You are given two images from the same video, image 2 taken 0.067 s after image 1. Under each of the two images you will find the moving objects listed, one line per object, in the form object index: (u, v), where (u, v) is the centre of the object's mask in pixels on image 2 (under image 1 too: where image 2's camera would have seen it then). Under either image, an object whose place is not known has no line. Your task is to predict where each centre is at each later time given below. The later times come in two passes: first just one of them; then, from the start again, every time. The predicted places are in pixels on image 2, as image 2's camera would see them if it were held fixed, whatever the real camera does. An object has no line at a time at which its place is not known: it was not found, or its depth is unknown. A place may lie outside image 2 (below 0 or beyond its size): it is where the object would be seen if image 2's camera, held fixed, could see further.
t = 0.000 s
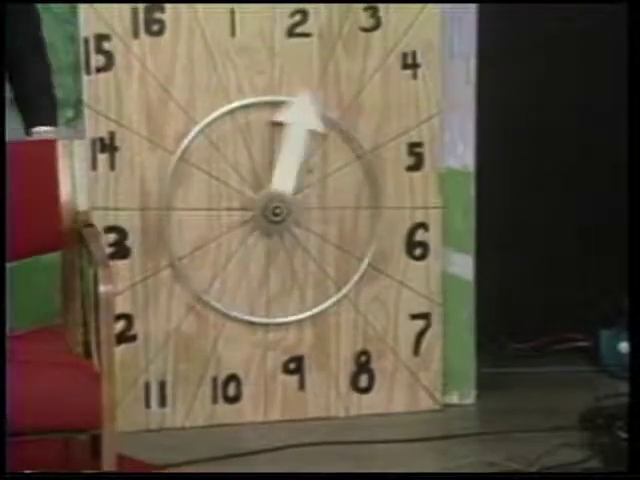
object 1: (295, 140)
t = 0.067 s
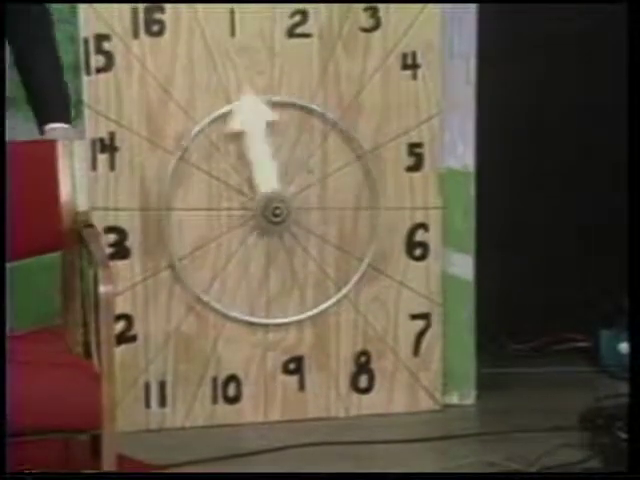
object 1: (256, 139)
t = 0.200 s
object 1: (203, 191)
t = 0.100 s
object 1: (239, 148)
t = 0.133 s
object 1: (222, 158)
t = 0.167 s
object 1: (211, 173)
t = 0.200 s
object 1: (203, 191)
